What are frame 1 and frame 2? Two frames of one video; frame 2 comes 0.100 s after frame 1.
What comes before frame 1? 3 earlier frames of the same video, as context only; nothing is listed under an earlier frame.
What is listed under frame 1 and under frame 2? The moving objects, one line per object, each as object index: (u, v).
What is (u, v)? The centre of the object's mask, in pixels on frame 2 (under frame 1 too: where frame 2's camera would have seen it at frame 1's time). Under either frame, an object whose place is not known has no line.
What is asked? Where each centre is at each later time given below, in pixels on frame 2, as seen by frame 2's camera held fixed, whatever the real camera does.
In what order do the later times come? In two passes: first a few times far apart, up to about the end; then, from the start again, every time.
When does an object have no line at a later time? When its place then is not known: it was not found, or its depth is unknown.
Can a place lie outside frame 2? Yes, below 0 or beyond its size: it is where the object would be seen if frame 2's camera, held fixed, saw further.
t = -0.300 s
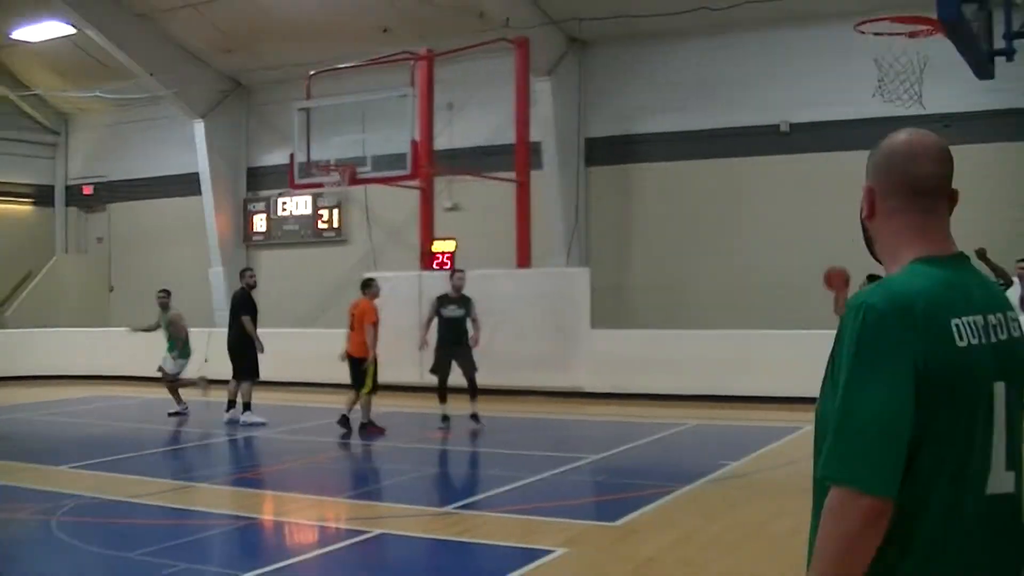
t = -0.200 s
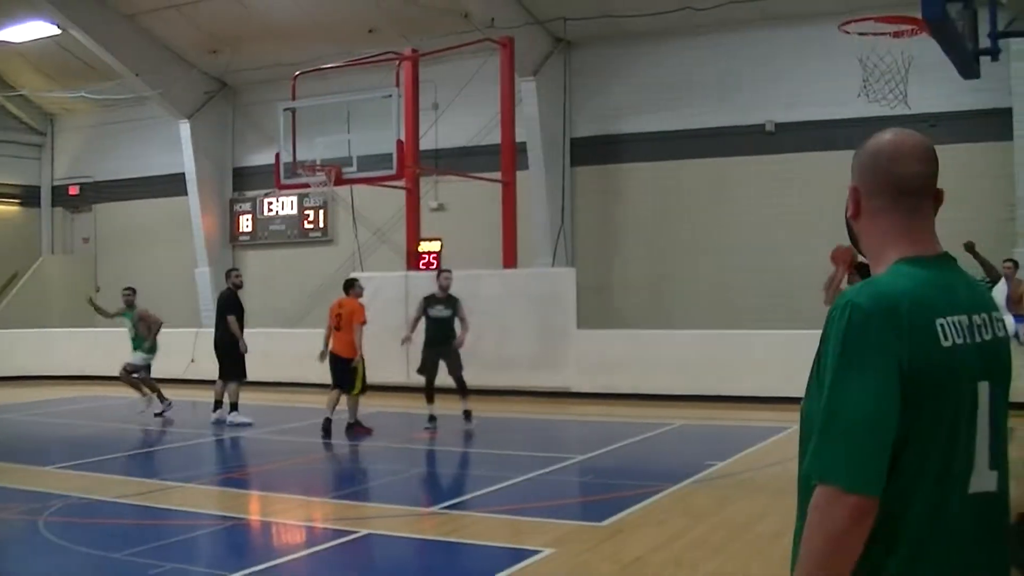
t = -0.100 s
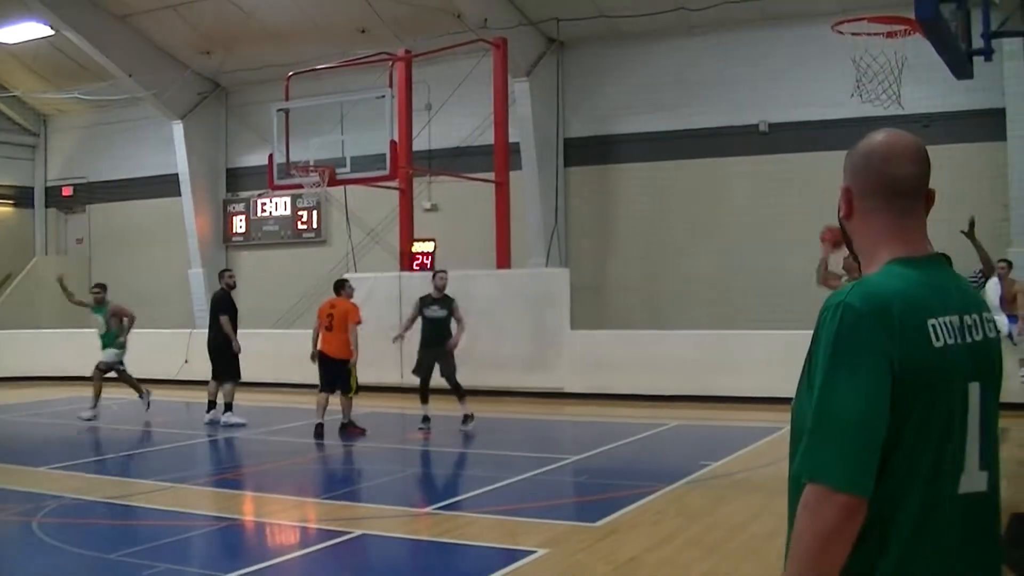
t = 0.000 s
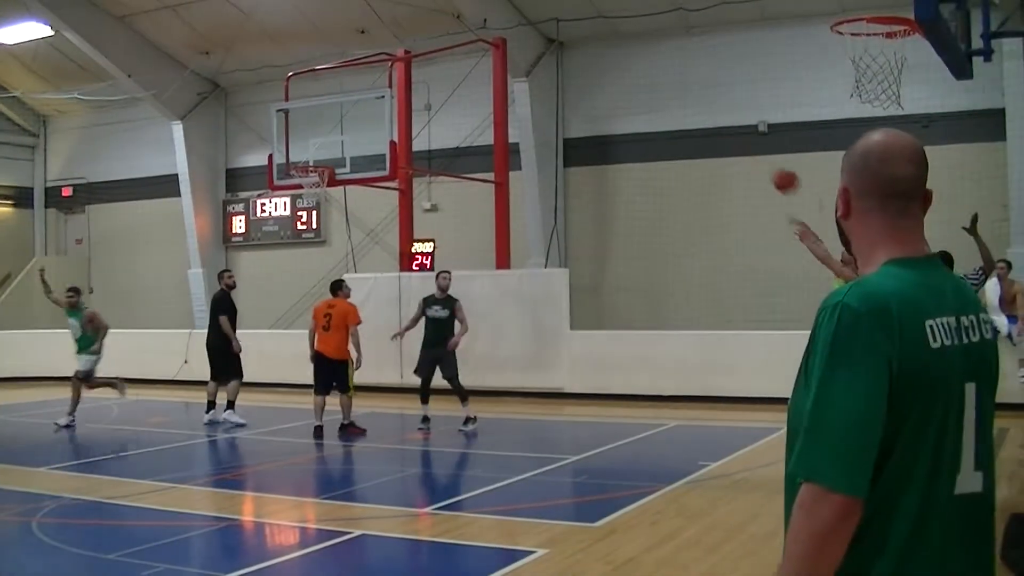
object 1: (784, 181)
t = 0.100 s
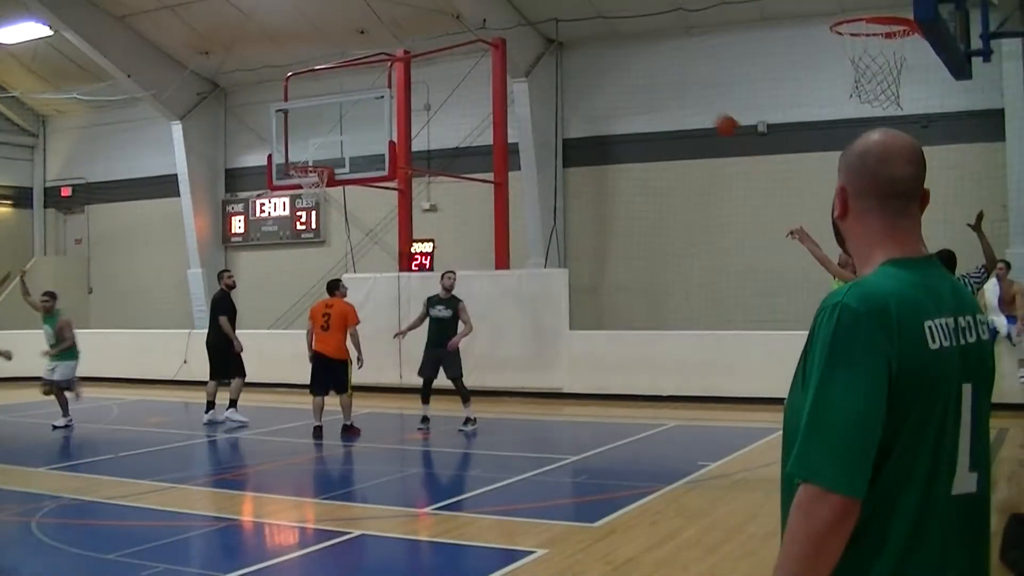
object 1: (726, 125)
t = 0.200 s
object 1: (672, 85)
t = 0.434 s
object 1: (558, 36)
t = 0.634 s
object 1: (474, 36)
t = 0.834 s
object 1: (400, 68)
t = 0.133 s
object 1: (708, 111)
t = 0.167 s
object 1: (690, 97)
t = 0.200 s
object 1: (672, 85)
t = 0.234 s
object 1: (655, 74)
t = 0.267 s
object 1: (638, 65)
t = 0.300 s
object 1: (622, 57)
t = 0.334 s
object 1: (606, 51)
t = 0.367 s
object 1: (590, 45)
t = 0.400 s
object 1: (575, 40)
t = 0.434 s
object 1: (558, 36)
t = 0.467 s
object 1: (544, 34)
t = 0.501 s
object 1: (529, 33)
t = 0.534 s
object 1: (516, 32)
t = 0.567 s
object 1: (502, 31)
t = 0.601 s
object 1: (488, 34)
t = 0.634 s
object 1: (474, 36)
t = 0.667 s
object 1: (461, 40)
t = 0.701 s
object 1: (449, 44)
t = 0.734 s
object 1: (436, 49)
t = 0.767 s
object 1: (424, 55)
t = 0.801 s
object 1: (413, 61)
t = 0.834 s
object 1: (400, 68)
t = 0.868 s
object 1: (388, 78)
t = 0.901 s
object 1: (377, 88)
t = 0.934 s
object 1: (365, 99)
